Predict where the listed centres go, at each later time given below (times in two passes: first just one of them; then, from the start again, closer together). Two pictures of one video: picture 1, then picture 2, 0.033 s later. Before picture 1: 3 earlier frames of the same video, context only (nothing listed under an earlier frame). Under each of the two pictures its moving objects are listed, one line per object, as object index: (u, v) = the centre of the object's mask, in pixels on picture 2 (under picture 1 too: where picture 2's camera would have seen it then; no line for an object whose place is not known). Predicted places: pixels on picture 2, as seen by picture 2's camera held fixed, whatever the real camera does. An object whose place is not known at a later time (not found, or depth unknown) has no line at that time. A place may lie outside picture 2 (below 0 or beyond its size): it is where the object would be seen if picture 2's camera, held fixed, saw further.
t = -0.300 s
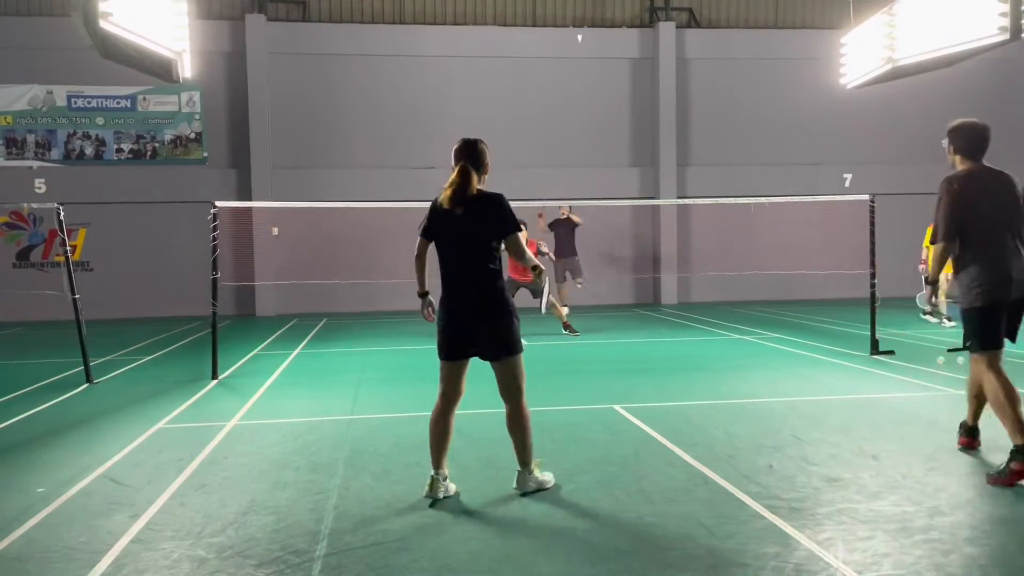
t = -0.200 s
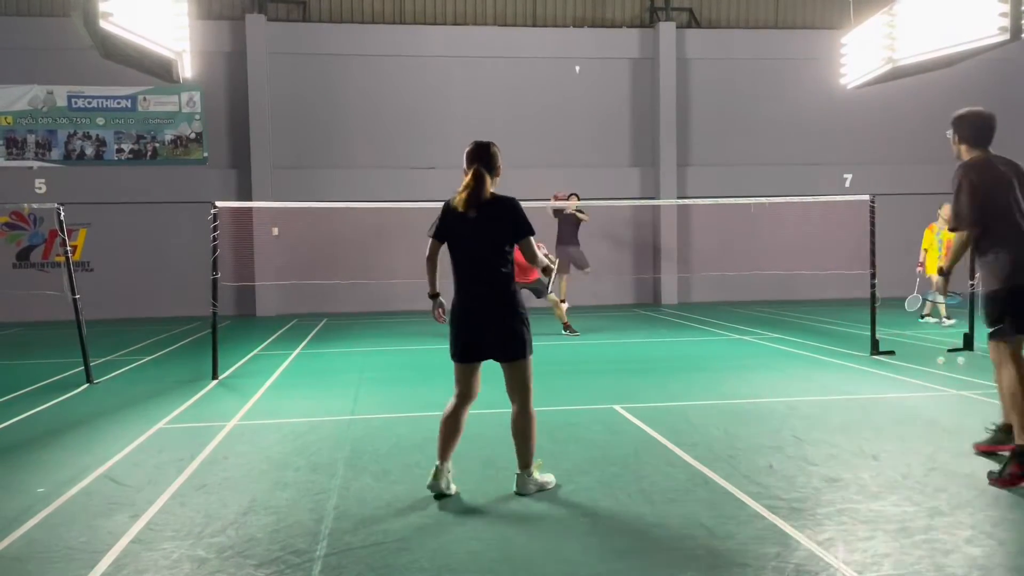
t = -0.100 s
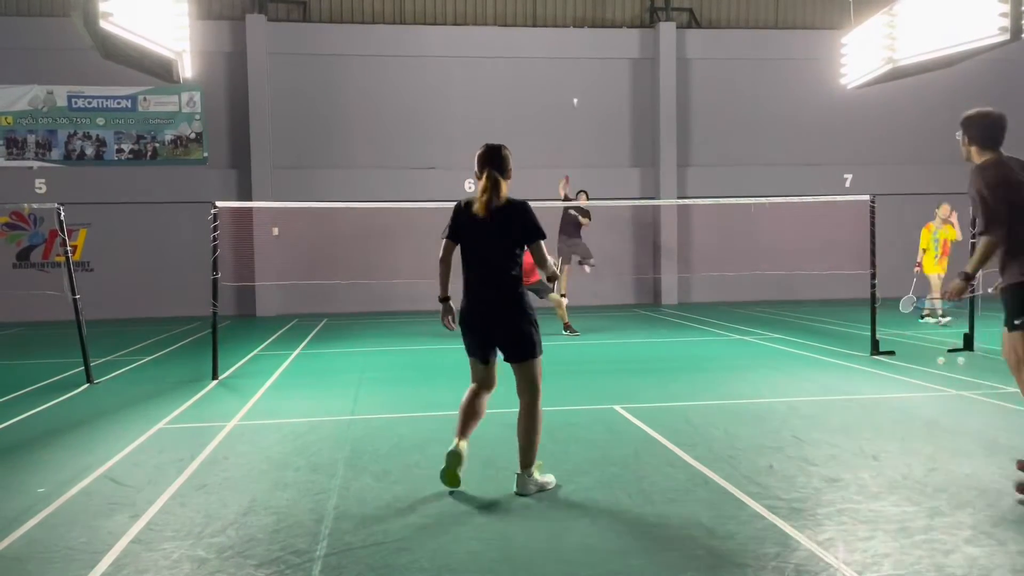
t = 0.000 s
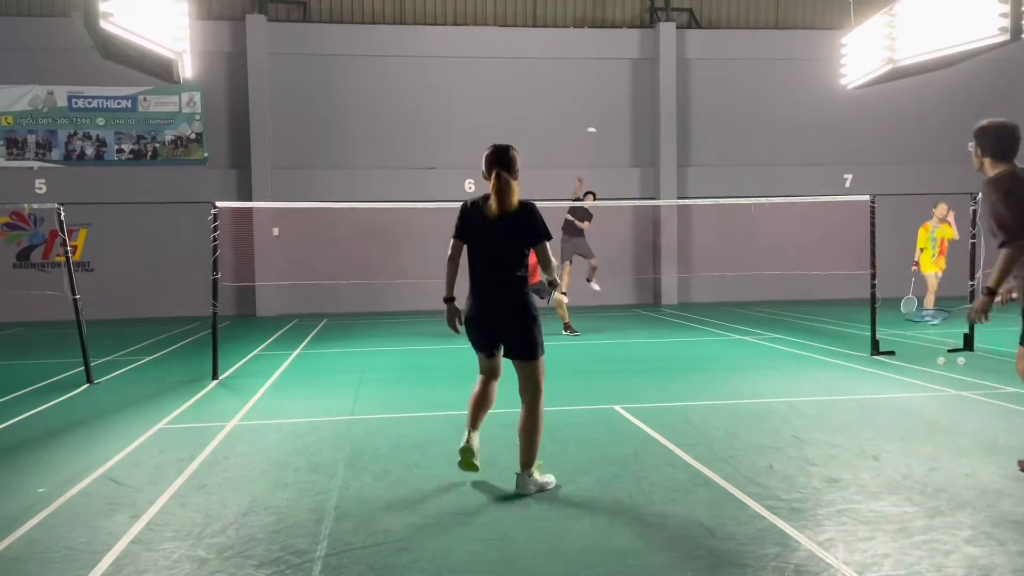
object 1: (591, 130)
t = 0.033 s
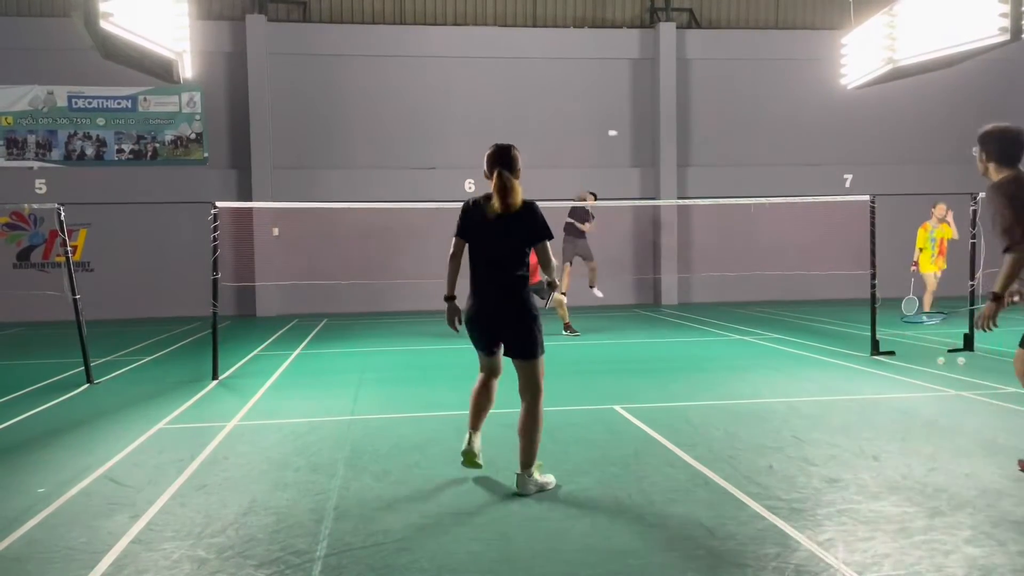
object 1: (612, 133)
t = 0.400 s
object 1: (801, 222)
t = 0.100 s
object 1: (650, 139)
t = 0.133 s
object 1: (667, 144)
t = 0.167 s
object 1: (685, 149)
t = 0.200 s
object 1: (702, 156)
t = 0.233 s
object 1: (718, 164)
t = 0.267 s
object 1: (735, 172)
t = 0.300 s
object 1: (751, 183)
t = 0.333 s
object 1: (768, 194)
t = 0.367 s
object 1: (784, 208)
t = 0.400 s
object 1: (801, 222)
